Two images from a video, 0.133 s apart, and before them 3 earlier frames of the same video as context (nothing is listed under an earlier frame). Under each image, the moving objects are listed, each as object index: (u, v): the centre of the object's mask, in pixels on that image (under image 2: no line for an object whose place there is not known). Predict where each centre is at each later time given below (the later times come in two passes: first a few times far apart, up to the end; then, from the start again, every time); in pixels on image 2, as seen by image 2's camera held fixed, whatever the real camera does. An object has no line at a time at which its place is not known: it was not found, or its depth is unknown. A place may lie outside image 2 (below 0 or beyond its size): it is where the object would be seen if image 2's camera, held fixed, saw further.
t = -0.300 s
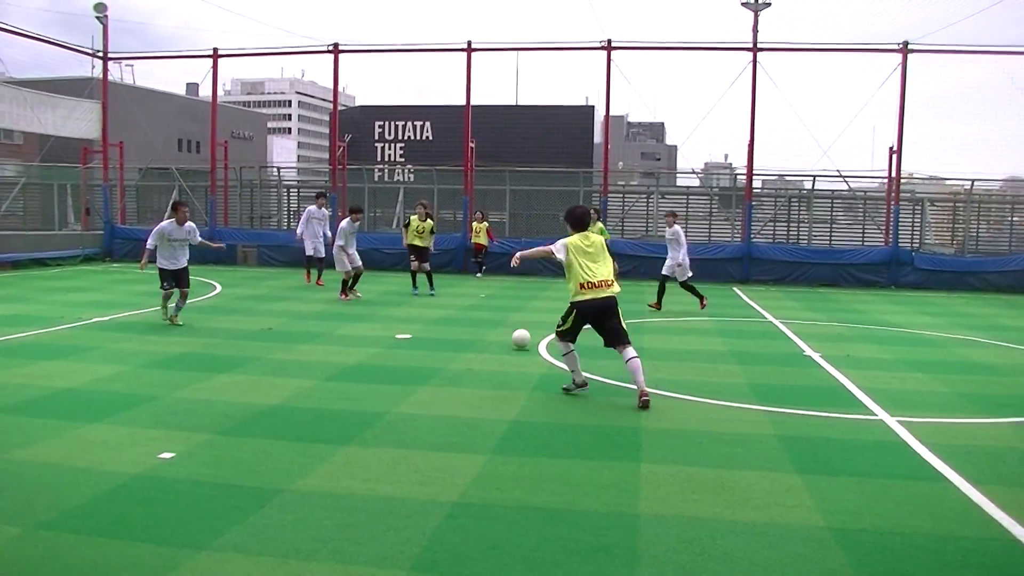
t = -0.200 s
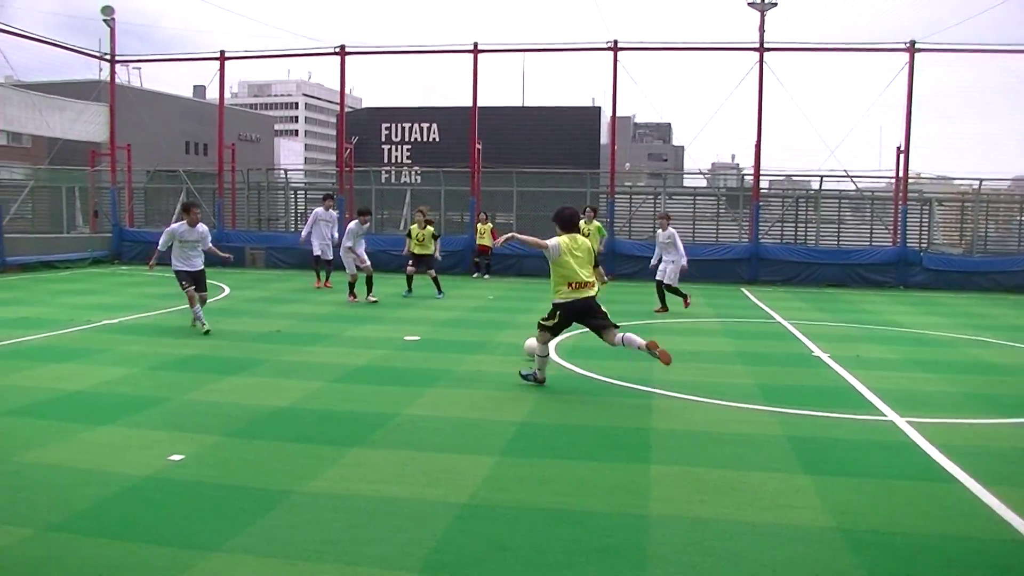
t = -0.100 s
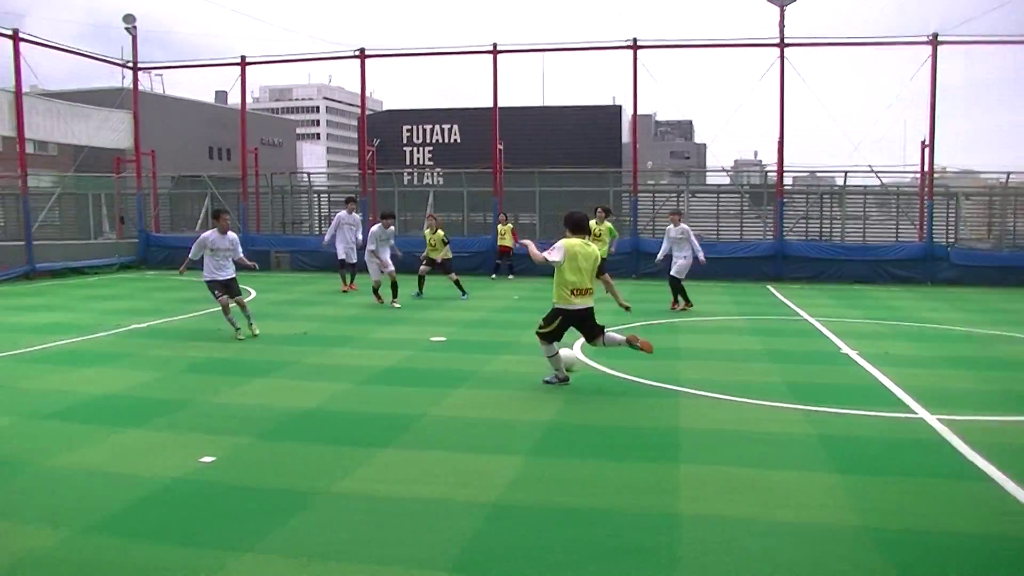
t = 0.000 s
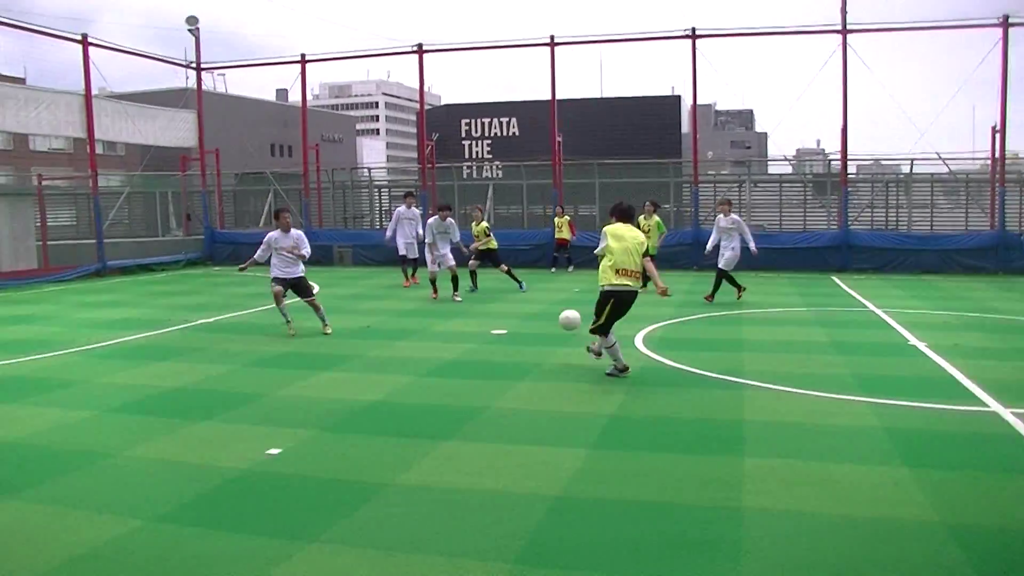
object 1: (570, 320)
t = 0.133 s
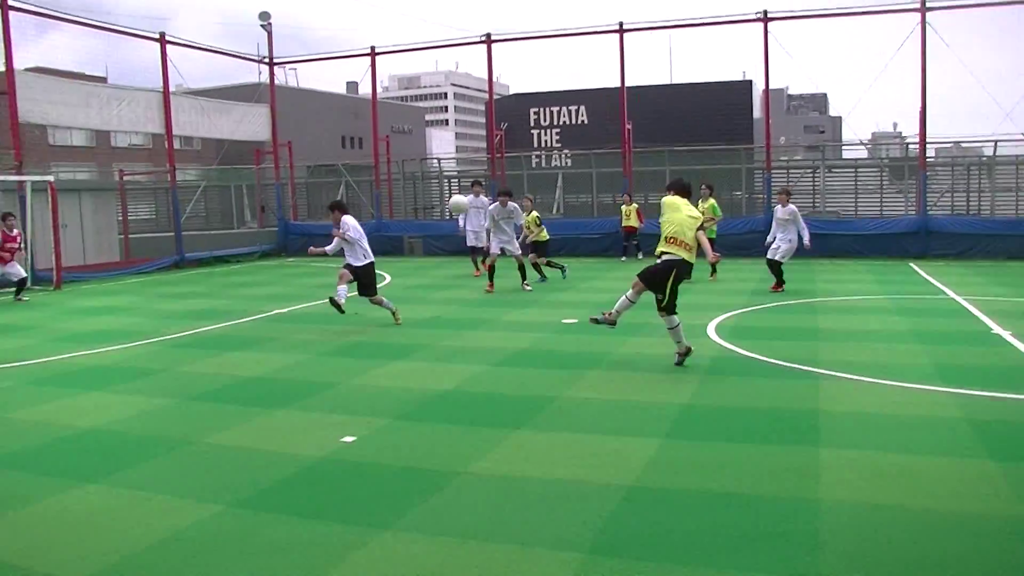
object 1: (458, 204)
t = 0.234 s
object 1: (354, 151)
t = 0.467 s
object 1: (171, 84)
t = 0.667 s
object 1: (56, 66)
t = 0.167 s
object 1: (421, 184)
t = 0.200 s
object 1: (386, 166)
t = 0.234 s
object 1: (354, 151)
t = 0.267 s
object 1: (324, 136)
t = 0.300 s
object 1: (295, 123)
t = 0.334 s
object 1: (267, 114)
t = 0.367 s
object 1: (241, 104)
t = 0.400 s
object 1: (216, 96)
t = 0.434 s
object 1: (191, 89)
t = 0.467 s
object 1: (171, 84)
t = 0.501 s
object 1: (150, 78)
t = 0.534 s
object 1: (129, 74)
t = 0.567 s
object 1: (110, 71)
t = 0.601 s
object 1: (91, 69)
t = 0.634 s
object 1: (73, 67)
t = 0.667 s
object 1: (56, 66)
